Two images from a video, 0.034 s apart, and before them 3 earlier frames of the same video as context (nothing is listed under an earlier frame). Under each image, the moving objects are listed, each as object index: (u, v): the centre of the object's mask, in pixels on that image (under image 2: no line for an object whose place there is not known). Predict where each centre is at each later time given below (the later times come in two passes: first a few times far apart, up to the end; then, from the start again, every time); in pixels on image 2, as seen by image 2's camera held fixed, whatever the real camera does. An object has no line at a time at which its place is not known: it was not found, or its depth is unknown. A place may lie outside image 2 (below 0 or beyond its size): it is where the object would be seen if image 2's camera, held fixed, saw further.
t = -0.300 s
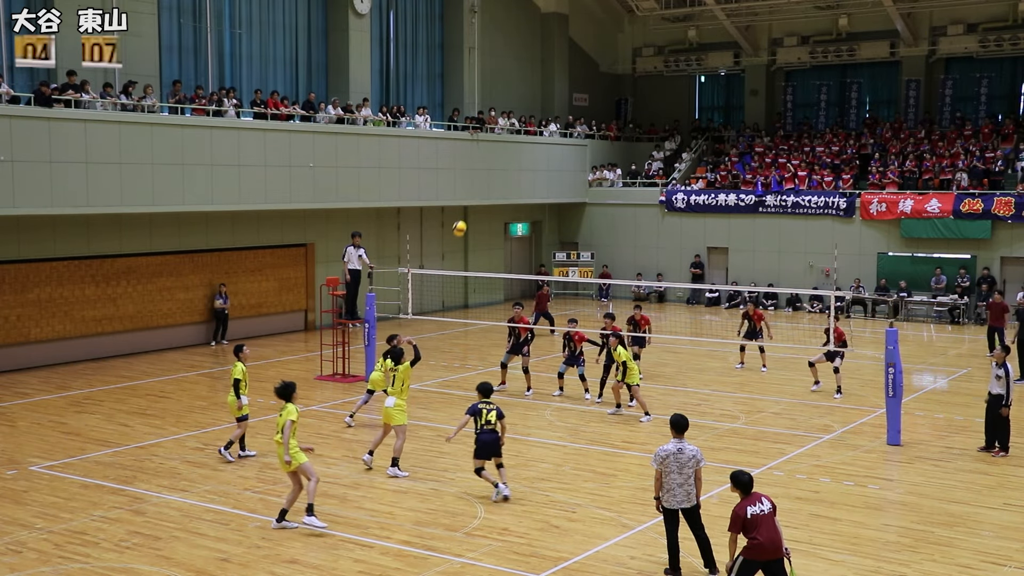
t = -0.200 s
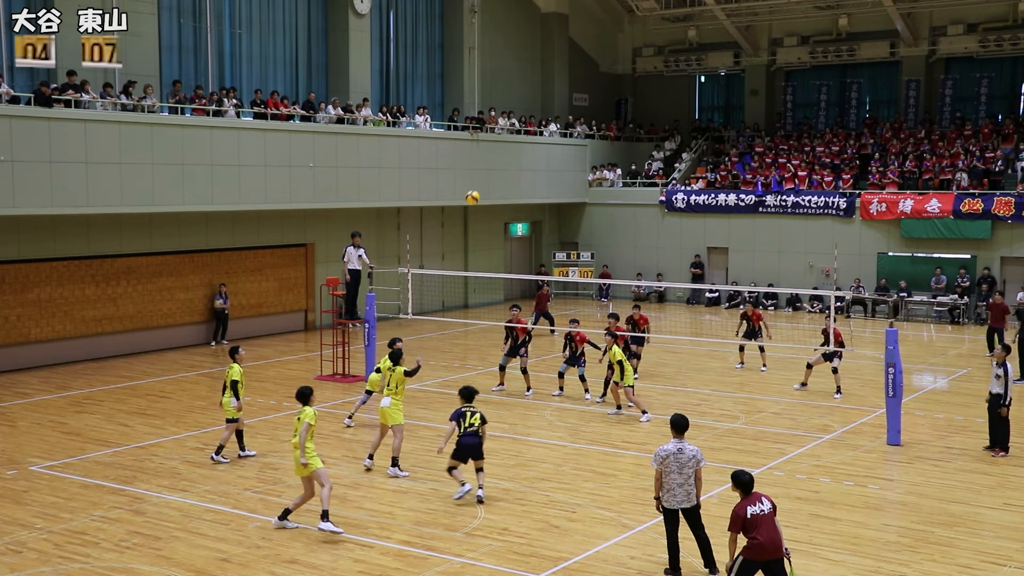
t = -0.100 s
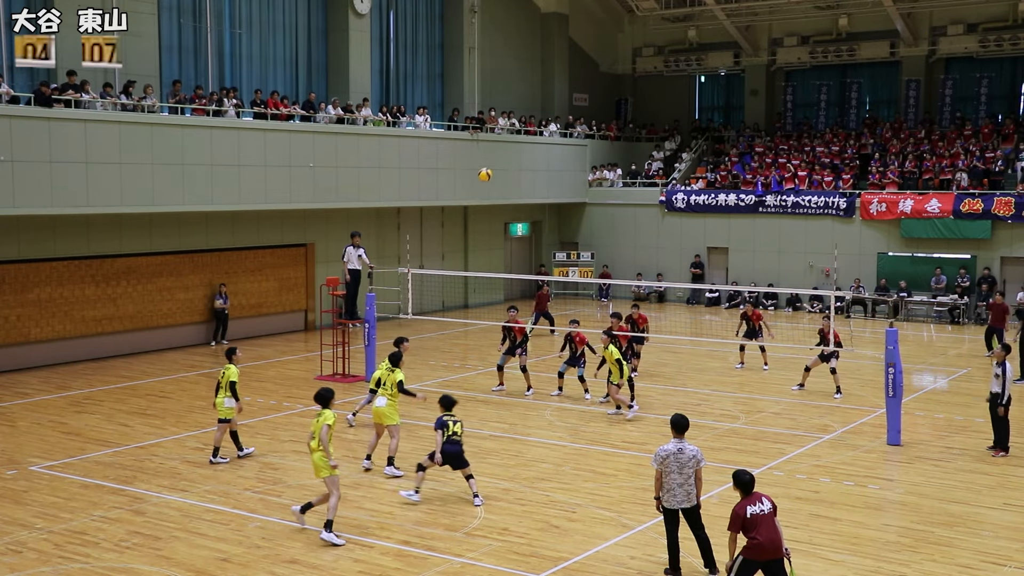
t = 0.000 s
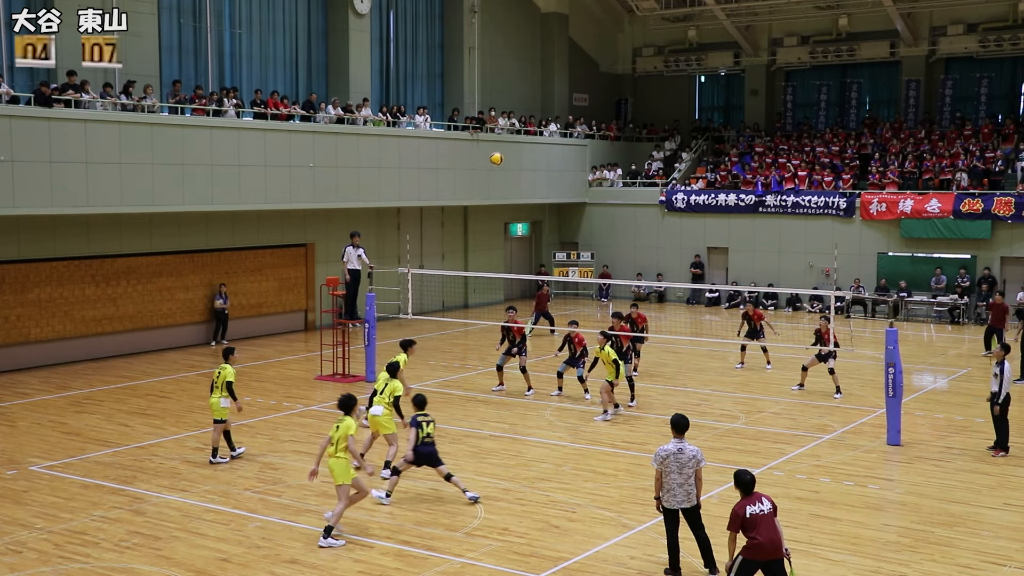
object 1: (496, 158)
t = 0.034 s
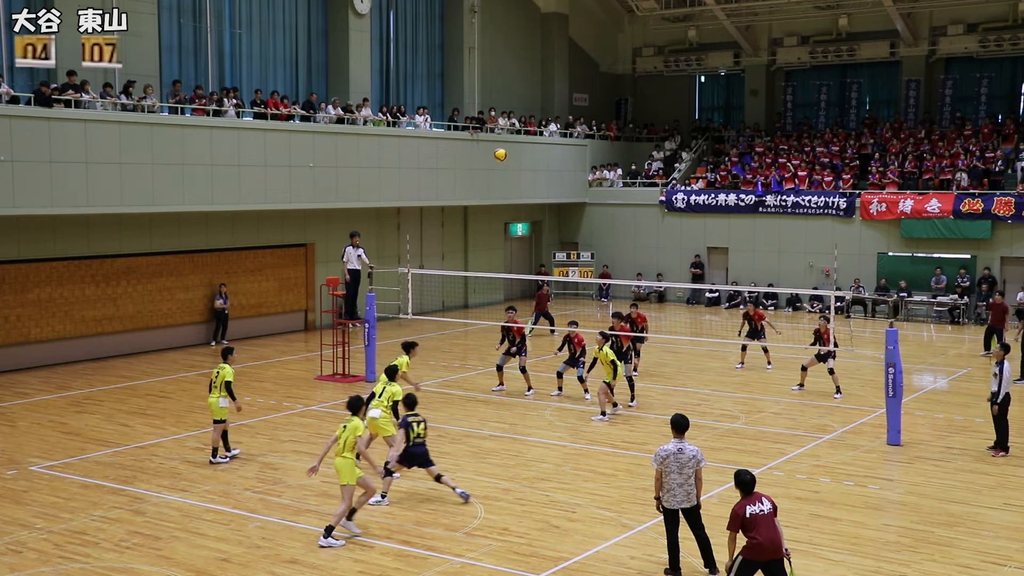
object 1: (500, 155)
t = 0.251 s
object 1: (524, 146)
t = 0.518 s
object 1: (552, 173)
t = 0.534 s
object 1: (553, 177)
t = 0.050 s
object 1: (502, 153)
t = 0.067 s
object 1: (504, 151)
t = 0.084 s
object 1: (506, 150)
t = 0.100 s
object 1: (508, 149)
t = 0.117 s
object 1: (510, 148)
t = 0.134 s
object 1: (512, 147)
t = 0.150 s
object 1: (514, 147)
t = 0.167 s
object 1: (515, 146)
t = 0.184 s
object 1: (517, 146)
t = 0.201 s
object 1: (519, 146)
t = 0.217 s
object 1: (521, 146)
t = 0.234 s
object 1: (523, 146)
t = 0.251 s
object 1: (524, 146)
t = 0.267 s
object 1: (526, 147)
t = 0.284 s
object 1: (528, 148)
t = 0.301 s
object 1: (530, 148)
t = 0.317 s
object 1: (532, 149)
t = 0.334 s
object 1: (533, 151)
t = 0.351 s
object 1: (535, 152)
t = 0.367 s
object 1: (537, 153)
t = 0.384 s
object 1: (538, 155)
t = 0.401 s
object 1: (540, 157)
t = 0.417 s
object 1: (542, 159)
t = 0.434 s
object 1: (543, 161)
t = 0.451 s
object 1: (545, 163)
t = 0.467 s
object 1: (547, 165)
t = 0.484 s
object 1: (548, 168)
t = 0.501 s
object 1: (550, 171)
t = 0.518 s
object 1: (552, 173)
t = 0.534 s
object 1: (553, 177)
